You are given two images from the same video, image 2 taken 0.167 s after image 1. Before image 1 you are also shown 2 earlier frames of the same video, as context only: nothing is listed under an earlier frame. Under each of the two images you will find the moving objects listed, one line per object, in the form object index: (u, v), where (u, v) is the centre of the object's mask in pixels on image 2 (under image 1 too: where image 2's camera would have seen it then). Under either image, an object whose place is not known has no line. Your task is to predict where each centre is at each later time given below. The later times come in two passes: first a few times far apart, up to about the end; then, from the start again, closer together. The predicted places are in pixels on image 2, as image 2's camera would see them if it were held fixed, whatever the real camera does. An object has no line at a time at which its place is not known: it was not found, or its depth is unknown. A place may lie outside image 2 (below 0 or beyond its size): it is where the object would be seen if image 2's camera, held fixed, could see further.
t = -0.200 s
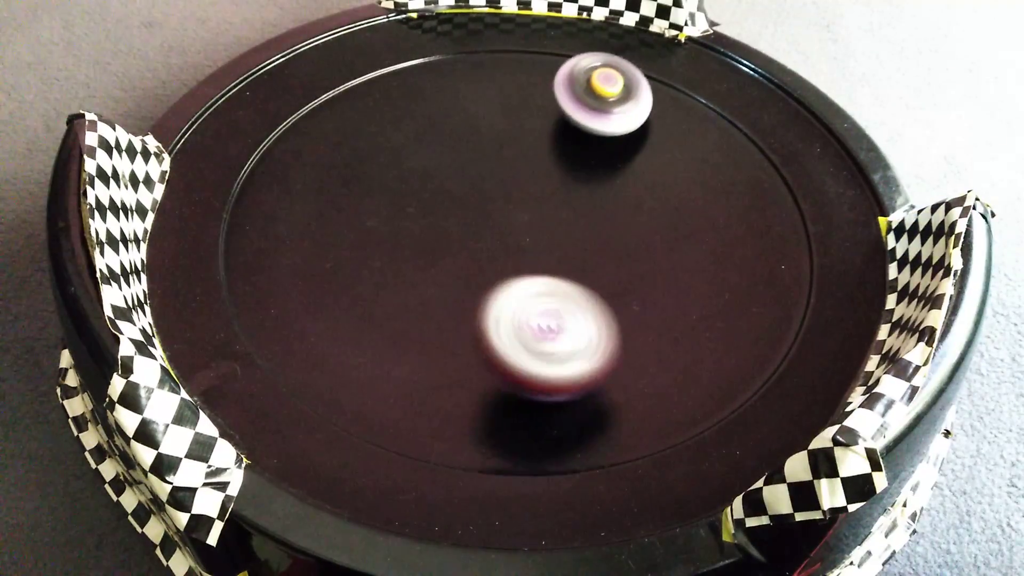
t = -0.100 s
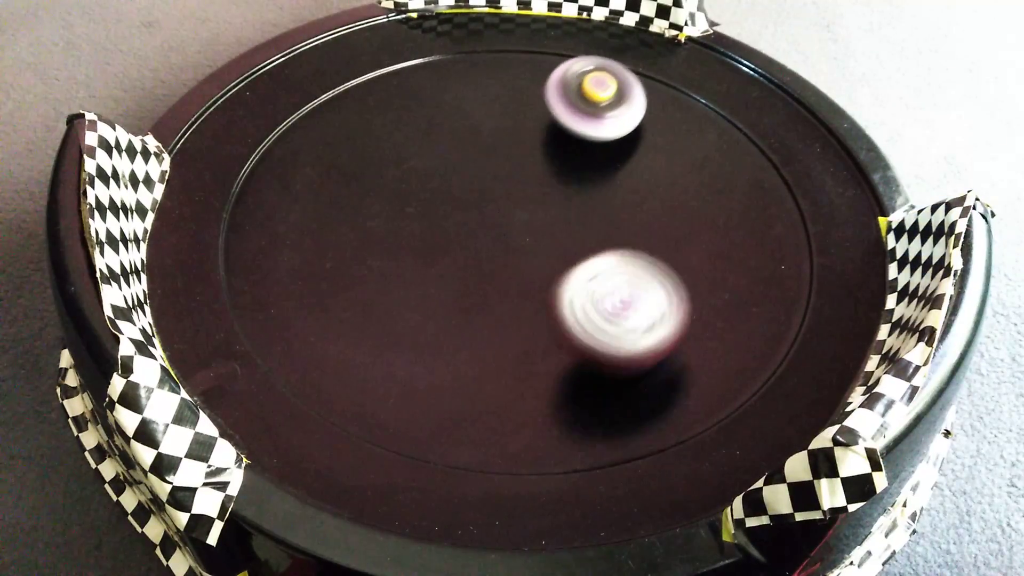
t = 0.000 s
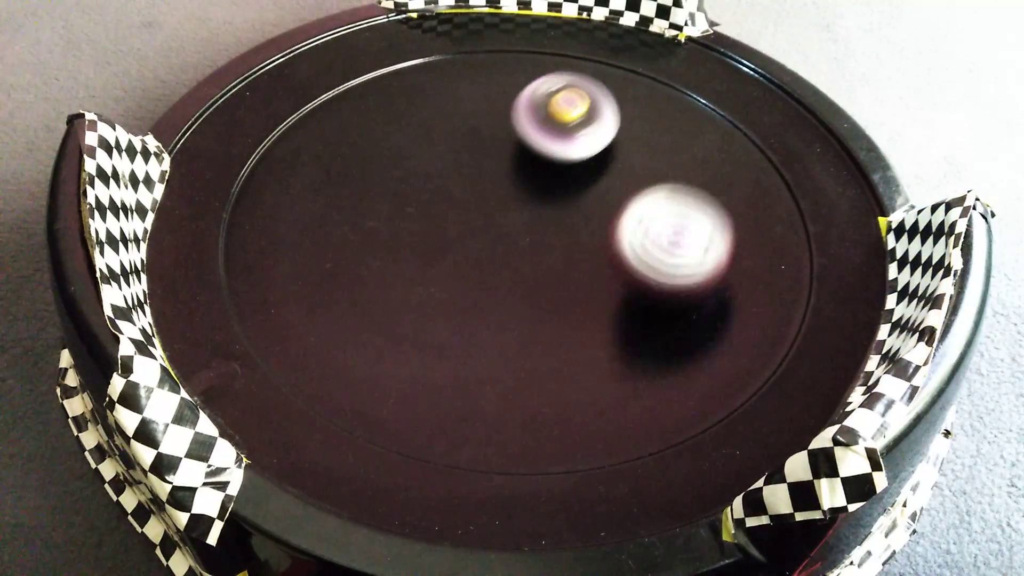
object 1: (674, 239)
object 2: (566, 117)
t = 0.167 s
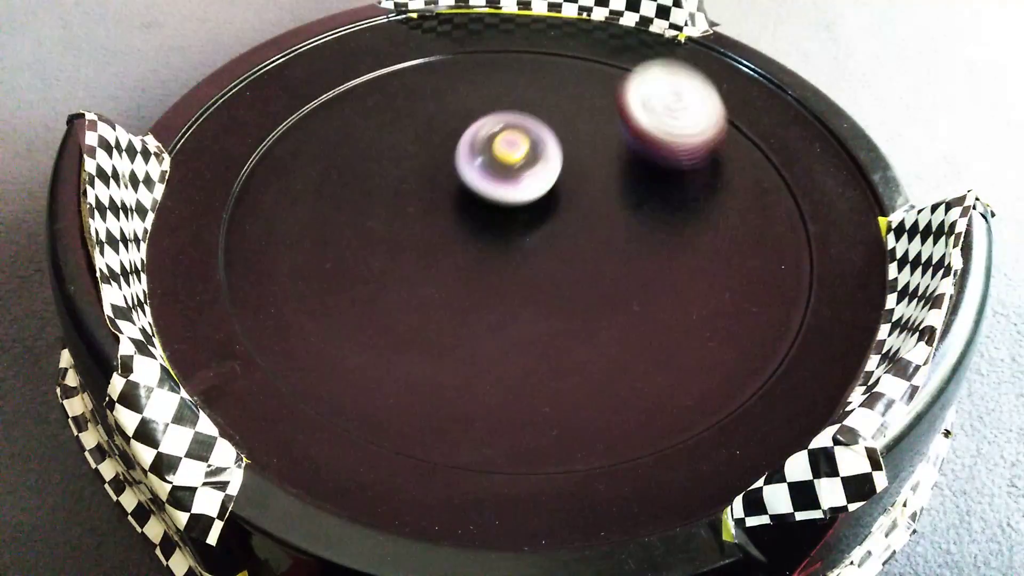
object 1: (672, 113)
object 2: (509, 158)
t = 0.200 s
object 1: (660, 92)
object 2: (505, 166)
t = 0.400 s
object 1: (550, 37)
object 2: (558, 196)
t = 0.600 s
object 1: (446, 88)
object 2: (639, 161)
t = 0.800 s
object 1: (457, 206)
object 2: (601, 102)
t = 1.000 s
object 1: (609, 254)
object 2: (446, 107)
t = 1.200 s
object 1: (710, 192)
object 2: (380, 283)
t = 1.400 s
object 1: (666, 127)
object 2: (657, 417)
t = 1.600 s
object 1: (541, 140)
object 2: (798, 214)
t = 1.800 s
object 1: (463, 224)
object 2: (615, 53)
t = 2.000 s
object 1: (527, 309)
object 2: (334, 77)
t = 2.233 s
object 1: (649, 281)
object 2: (341, 396)
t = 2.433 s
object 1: (620, 206)
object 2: (800, 273)
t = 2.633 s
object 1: (506, 173)
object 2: (532, 43)
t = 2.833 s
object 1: (413, 200)
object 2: (237, 284)
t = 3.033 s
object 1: (414, 255)
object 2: (793, 289)
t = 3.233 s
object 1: (499, 270)
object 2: (473, 40)
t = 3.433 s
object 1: (548, 211)
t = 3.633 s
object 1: (517, 154)
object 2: (772, 149)
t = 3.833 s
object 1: (471, 141)
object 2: (295, 104)
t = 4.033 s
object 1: (461, 164)
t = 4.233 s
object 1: (498, 194)
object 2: (637, 57)
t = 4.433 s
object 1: (546, 201)
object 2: (240, 266)
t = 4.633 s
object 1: (566, 193)
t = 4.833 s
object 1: (574, 186)
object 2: (384, 59)
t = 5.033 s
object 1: (568, 190)
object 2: (495, 433)
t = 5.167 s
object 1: (554, 199)
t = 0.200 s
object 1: (660, 92)
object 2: (505, 166)
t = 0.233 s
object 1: (646, 74)
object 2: (505, 174)
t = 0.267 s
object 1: (630, 59)
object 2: (509, 181)
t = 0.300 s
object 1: (613, 45)
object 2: (517, 187)
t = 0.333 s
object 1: (595, 37)
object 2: (528, 192)
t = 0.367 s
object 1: (572, 35)
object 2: (542, 195)
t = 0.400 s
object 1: (550, 37)
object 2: (558, 196)
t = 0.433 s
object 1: (528, 40)
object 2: (575, 195)
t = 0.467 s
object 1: (508, 44)
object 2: (592, 192)
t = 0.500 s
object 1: (490, 52)
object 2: (608, 187)
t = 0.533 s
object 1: (473, 62)
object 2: (621, 180)
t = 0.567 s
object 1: (459, 74)
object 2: (632, 171)
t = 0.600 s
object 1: (446, 88)
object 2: (639, 161)
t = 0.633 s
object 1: (436, 106)
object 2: (643, 151)
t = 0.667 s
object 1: (431, 124)
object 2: (642, 140)
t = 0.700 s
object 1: (429, 145)
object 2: (638, 130)
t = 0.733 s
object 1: (433, 166)
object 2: (629, 119)
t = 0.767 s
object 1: (443, 187)
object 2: (617, 110)
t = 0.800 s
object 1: (457, 206)
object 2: (601, 102)
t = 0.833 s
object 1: (477, 223)
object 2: (582, 94)
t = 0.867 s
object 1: (500, 236)
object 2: (560, 89)
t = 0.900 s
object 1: (526, 247)
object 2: (534, 86)
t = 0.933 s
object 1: (553, 252)
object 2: (506, 88)
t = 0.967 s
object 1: (582, 255)
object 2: (475, 95)
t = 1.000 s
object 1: (609, 254)
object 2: (446, 107)
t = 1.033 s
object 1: (635, 248)
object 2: (419, 125)
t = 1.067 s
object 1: (659, 241)
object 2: (396, 150)
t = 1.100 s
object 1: (678, 232)
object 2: (380, 178)
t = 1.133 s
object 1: (693, 219)
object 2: (370, 211)
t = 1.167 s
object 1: (704, 206)
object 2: (370, 247)
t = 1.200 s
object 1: (710, 192)
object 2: (380, 283)
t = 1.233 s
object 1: (712, 177)
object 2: (403, 320)
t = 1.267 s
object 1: (709, 165)
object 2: (437, 353)
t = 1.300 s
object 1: (703, 152)
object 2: (482, 381)
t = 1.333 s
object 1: (694, 142)
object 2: (536, 403)
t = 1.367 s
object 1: (681, 133)
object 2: (596, 416)
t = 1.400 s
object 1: (666, 127)
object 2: (657, 417)
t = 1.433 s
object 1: (648, 122)
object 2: (705, 399)
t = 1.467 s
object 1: (628, 121)
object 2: (738, 372)
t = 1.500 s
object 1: (606, 122)
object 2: (760, 334)
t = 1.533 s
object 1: (585, 125)
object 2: (778, 293)
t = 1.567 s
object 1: (562, 132)
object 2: (790, 253)
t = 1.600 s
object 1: (541, 140)
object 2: (798, 214)
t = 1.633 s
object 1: (520, 150)
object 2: (793, 174)
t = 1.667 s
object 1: (502, 162)
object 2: (769, 141)
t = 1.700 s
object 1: (487, 176)
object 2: (736, 113)
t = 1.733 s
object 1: (475, 191)
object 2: (701, 86)
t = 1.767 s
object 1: (467, 207)
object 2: (659, 67)
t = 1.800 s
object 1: (463, 224)
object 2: (615, 53)
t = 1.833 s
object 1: (464, 240)
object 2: (569, 44)
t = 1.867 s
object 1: (469, 257)
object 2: (520, 41)
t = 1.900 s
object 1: (478, 273)
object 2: (473, 40)
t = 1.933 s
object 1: (491, 288)
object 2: (426, 45)
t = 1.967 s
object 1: (507, 299)
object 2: (380, 57)
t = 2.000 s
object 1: (527, 309)
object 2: (334, 77)
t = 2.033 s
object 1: (547, 315)
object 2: (292, 104)
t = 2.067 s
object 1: (569, 317)
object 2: (257, 138)
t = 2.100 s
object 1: (590, 316)
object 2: (232, 180)
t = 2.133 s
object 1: (609, 311)
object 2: (223, 232)
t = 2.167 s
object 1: (626, 304)
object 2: (236, 288)
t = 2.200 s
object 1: (640, 293)
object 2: (275, 345)
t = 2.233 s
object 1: (649, 281)
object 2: (341, 396)
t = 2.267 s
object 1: (654, 268)
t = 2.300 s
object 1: (656, 255)
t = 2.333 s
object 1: (652, 241)
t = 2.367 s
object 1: (644, 229)
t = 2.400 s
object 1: (634, 216)
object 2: (773, 335)
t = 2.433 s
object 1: (620, 206)
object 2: (800, 273)
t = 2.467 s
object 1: (603, 196)
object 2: (800, 212)
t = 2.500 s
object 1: (585, 188)
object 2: (776, 156)
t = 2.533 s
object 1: (567, 181)
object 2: (732, 109)
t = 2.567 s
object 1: (547, 177)
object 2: (676, 76)
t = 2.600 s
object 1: (526, 174)
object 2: (605, 53)
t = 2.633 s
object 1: (506, 173)
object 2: (532, 43)
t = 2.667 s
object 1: (487, 174)
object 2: (458, 42)
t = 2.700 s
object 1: (469, 176)
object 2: (384, 57)
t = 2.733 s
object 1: (452, 180)
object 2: (315, 89)
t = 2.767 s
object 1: (437, 186)
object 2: (258, 137)
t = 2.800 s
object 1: (424, 193)
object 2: (228, 204)
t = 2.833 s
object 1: (413, 200)
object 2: (237, 284)
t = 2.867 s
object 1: (406, 208)
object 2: (298, 362)
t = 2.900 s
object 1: (402, 217)
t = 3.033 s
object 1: (414, 255)
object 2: (793, 289)
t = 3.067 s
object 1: (425, 262)
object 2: (799, 217)
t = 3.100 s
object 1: (438, 268)
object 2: (772, 153)
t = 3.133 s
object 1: (453, 272)
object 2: (720, 100)
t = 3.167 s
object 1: (469, 274)
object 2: (648, 63)
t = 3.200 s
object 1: (484, 273)
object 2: (564, 46)
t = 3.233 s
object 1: (499, 270)
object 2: (473, 40)
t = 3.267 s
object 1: (512, 264)
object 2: (388, 55)
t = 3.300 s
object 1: (523, 257)
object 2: (308, 94)
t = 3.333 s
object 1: (533, 247)
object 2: (247, 156)
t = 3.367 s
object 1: (541, 236)
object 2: (230, 240)
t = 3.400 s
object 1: (546, 224)
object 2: (273, 333)
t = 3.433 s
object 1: (548, 211)
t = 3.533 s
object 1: (540, 178)
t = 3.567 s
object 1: (534, 169)
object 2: (794, 288)
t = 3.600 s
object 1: (526, 161)
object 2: (800, 214)
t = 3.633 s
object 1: (517, 154)
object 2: (772, 149)
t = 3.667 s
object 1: (509, 149)
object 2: (717, 94)
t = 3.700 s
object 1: (500, 144)
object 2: (643, 60)
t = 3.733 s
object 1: (491, 142)
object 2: (553, 42)
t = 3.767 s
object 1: (484, 141)
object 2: (463, 40)
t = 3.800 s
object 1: (478, 140)
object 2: (375, 59)
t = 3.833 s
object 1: (471, 141)
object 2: (295, 104)
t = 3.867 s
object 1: (466, 143)
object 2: (242, 173)
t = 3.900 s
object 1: (463, 146)
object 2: (236, 262)
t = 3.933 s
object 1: (461, 149)
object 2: (295, 351)
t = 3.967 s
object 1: (460, 153)
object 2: (409, 414)
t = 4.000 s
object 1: (459, 158)
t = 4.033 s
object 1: (461, 164)
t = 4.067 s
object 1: (464, 169)
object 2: (755, 349)
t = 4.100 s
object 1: (468, 175)
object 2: (798, 277)
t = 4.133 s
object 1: (474, 180)
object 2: (800, 204)
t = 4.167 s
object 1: (481, 185)
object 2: (770, 141)
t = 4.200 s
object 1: (489, 190)
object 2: (714, 90)
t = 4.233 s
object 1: (498, 194)
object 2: (637, 57)
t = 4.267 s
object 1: (506, 198)
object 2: (548, 41)
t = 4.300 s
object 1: (515, 200)
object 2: (457, 41)
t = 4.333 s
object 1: (523, 202)
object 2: (369, 64)
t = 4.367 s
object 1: (532, 202)
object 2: (293, 109)
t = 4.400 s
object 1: (540, 202)
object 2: (242, 178)
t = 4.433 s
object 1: (546, 201)
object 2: (240, 266)
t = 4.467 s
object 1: (551, 199)
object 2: (299, 354)
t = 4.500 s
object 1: (556, 198)
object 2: (410, 415)
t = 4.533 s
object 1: (560, 196)
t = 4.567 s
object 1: (562, 195)
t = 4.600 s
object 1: (565, 194)
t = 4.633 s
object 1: (566, 193)
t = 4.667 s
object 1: (567, 192)
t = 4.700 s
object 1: (569, 190)
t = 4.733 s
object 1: (571, 188)
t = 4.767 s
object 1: (572, 187)
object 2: (562, 44)
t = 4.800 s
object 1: (573, 186)
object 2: (472, 41)
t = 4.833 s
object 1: (574, 186)
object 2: (384, 59)
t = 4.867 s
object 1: (575, 187)
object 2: (308, 99)
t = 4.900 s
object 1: (576, 188)
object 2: (251, 161)
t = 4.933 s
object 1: (575, 188)
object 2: (236, 243)
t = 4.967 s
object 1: (574, 189)
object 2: (275, 329)
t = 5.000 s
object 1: (571, 189)
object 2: (366, 398)
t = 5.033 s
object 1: (568, 190)
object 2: (495, 433)
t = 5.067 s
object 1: (565, 192)
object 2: (624, 424)
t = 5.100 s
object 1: (561, 194)
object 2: (726, 380)
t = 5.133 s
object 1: (558, 196)
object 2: (788, 314)
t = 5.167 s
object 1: (554, 199)
